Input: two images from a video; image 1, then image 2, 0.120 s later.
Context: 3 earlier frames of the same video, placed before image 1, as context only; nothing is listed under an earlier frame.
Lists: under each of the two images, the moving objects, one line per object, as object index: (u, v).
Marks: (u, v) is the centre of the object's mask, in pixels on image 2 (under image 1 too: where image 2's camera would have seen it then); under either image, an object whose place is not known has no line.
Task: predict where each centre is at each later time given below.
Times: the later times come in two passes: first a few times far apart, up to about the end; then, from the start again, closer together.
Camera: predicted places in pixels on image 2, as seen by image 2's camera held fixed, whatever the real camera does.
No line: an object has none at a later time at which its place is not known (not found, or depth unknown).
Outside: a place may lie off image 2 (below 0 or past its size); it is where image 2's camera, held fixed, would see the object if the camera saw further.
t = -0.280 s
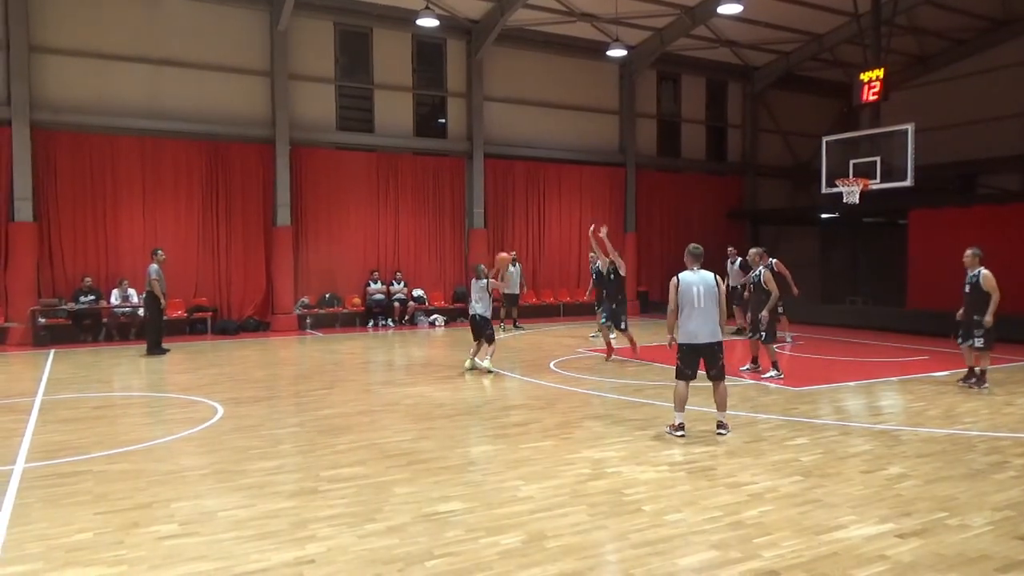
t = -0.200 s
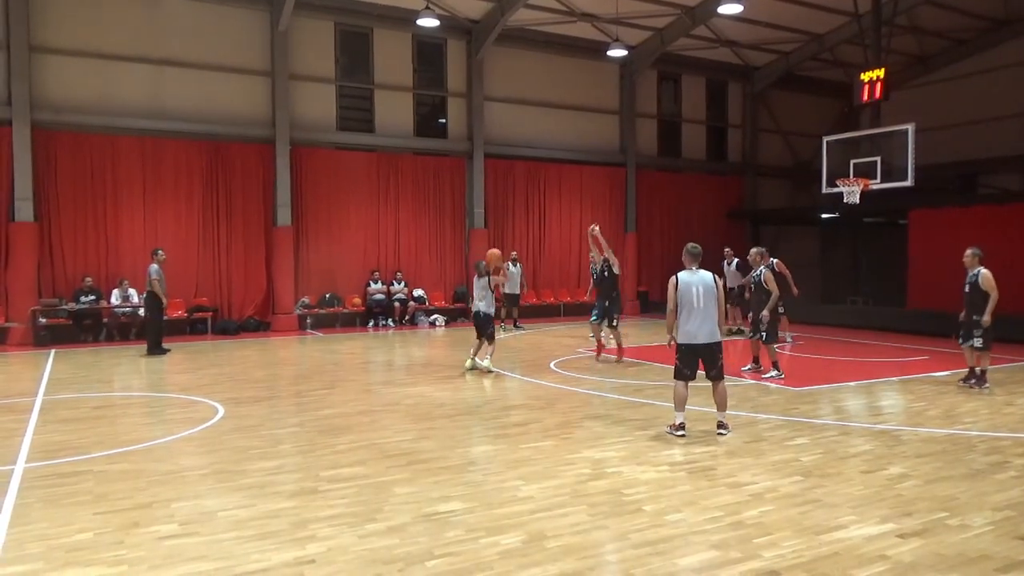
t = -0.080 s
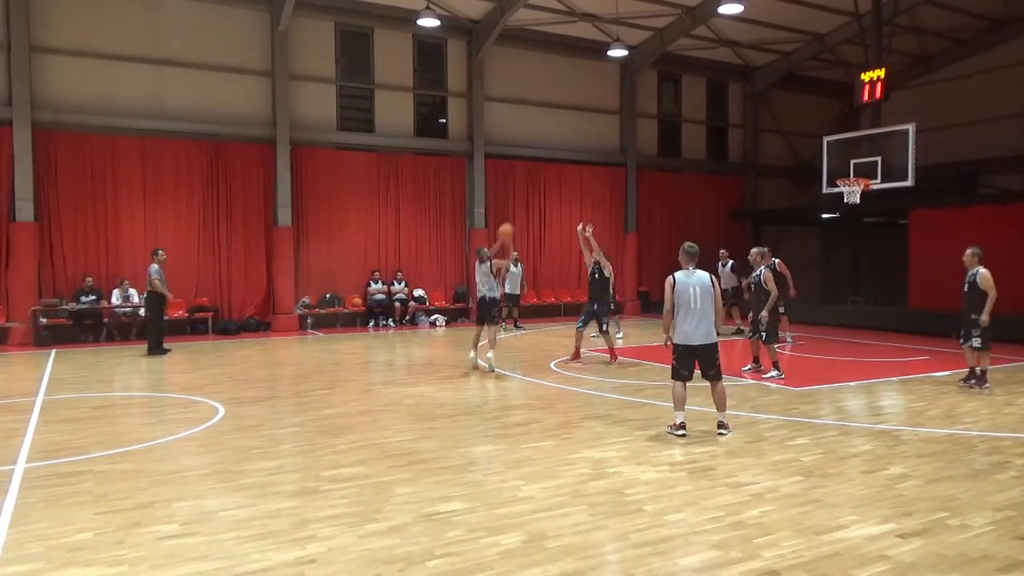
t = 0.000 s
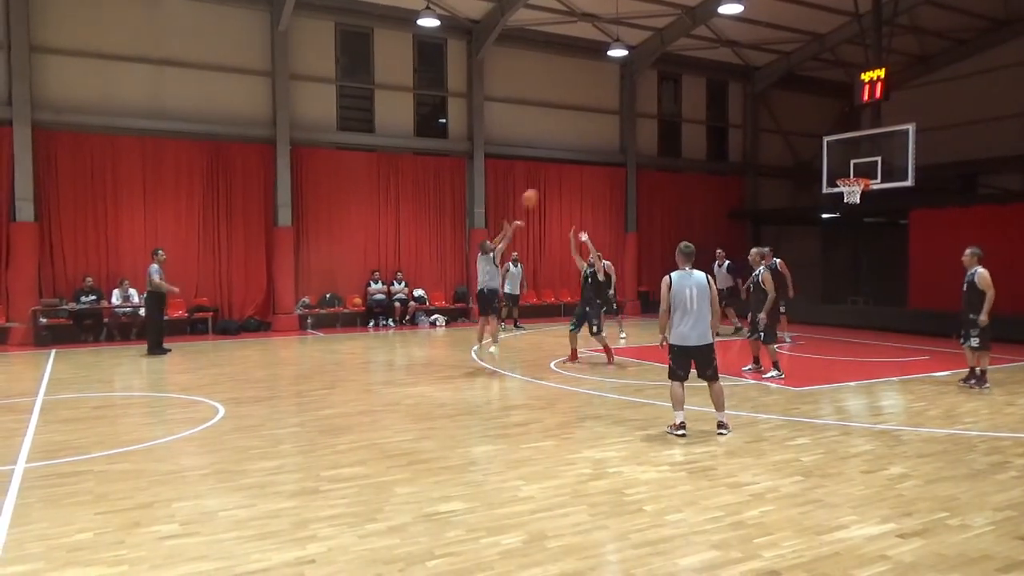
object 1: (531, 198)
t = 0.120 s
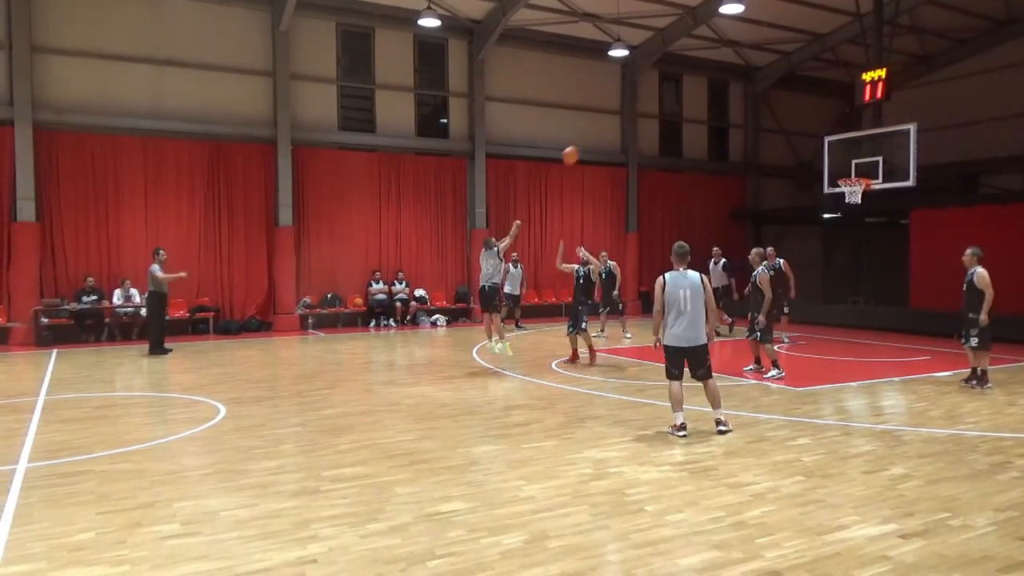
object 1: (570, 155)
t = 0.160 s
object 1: (583, 144)
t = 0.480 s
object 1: (677, 88)
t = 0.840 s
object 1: (770, 103)
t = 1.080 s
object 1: (824, 152)
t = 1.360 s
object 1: (822, 163)
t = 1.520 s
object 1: (802, 169)
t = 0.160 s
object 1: (583, 144)
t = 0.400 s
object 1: (655, 95)
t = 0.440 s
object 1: (667, 90)
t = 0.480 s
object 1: (677, 88)
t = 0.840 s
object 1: (770, 103)
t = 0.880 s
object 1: (780, 109)
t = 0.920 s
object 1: (789, 116)
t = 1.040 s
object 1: (816, 142)
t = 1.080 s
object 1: (824, 152)
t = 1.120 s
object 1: (834, 162)
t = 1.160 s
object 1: (841, 173)
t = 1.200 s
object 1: (840, 173)
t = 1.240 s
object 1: (836, 170)
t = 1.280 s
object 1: (831, 166)
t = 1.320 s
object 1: (827, 165)
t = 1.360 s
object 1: (822, 163)
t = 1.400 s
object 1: (817, 163)
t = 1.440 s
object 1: (813, 164)
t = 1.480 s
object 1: (808, 166)
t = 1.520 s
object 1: (802, 169)
